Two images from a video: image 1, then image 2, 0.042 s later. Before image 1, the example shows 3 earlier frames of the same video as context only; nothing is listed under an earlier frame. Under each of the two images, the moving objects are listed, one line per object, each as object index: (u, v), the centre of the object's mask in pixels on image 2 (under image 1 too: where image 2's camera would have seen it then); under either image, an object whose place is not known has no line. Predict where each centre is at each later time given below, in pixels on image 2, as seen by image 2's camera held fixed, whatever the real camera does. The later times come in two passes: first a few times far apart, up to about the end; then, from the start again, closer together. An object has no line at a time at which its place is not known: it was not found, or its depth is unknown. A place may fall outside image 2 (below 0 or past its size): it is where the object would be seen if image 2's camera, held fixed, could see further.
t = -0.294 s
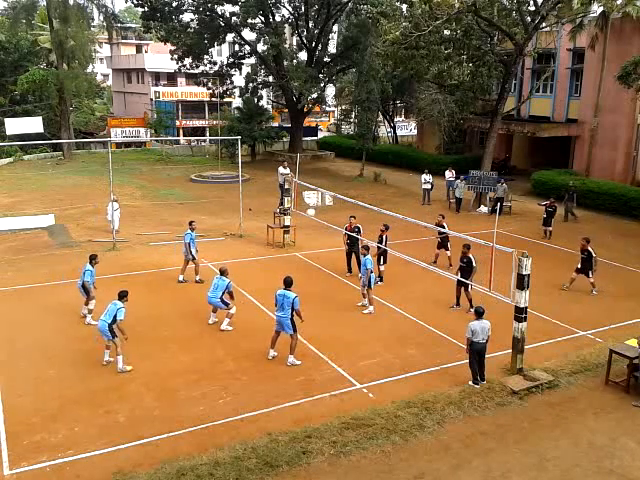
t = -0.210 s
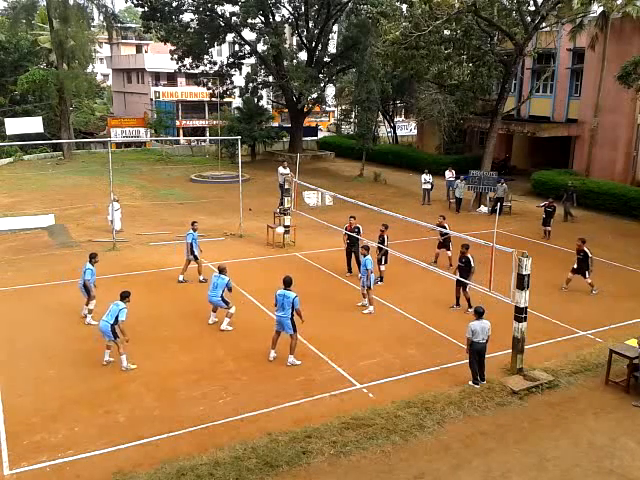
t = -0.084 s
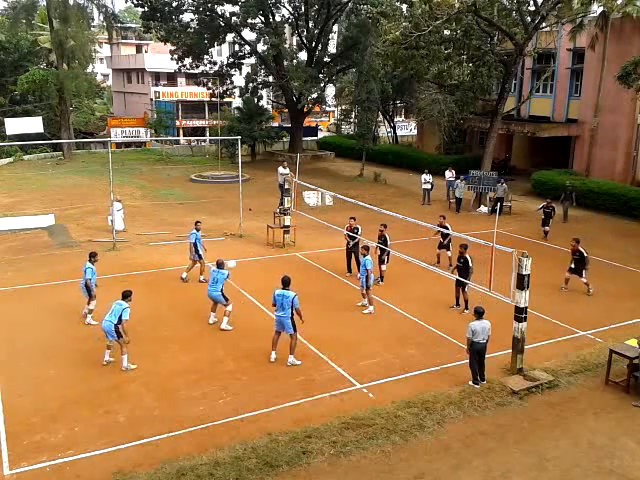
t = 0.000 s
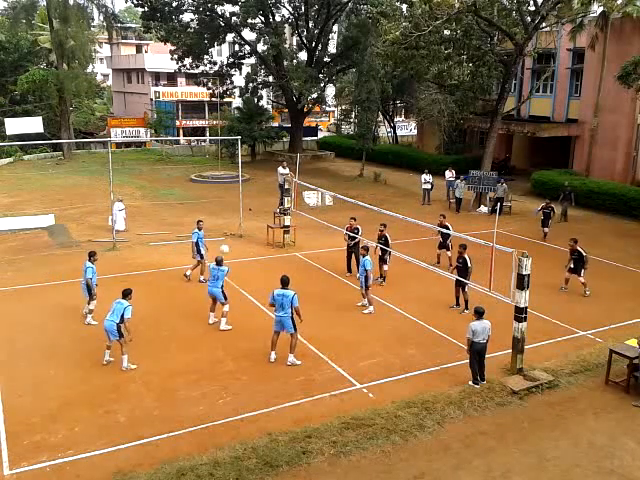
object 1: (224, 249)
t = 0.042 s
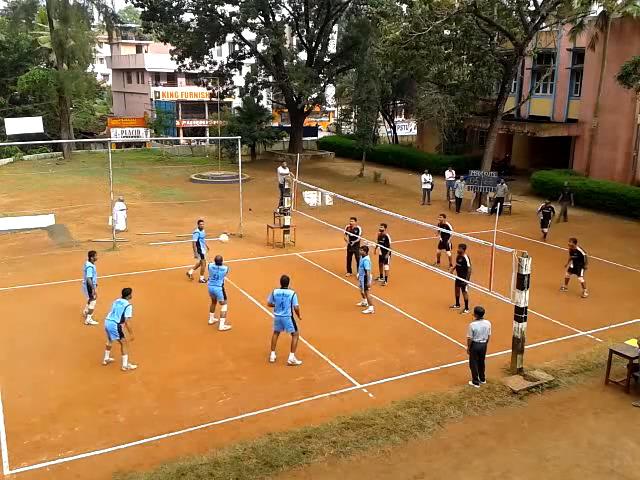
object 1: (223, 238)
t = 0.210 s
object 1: (219, 202)
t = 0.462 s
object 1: (213, 169)
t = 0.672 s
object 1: (208, 162)
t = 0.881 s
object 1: (204, 174)
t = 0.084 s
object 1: (222, 228)
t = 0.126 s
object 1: (221, 219)
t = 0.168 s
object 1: (220, 210)
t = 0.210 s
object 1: (219, 202)
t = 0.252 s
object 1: (218, 195)
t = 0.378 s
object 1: (215, 177)
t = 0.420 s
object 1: (214, 174)
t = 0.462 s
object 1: (213, 169)
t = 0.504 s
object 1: (212, 166)
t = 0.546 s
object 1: (211, 164)
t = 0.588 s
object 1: (210, 163)
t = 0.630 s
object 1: (210, 162)
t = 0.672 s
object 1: (208, 162)
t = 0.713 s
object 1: (208, 163)
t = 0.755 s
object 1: (207, 164)
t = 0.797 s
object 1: (206, 167)
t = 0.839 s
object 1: (205, 169)
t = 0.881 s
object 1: (204, 174)
